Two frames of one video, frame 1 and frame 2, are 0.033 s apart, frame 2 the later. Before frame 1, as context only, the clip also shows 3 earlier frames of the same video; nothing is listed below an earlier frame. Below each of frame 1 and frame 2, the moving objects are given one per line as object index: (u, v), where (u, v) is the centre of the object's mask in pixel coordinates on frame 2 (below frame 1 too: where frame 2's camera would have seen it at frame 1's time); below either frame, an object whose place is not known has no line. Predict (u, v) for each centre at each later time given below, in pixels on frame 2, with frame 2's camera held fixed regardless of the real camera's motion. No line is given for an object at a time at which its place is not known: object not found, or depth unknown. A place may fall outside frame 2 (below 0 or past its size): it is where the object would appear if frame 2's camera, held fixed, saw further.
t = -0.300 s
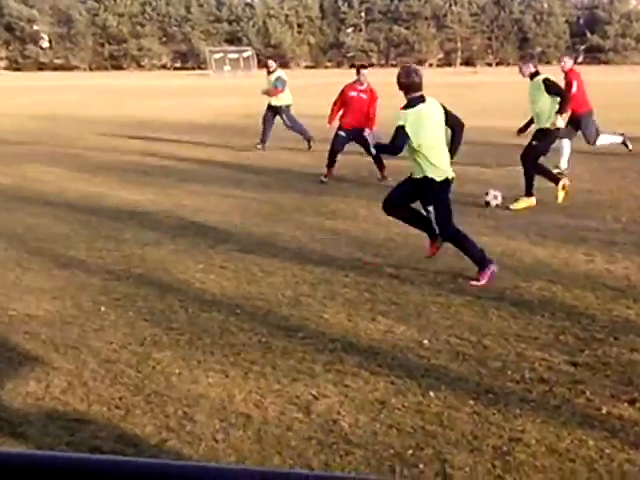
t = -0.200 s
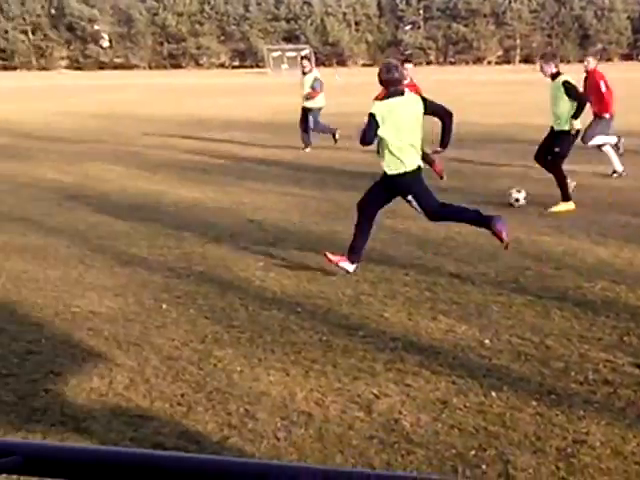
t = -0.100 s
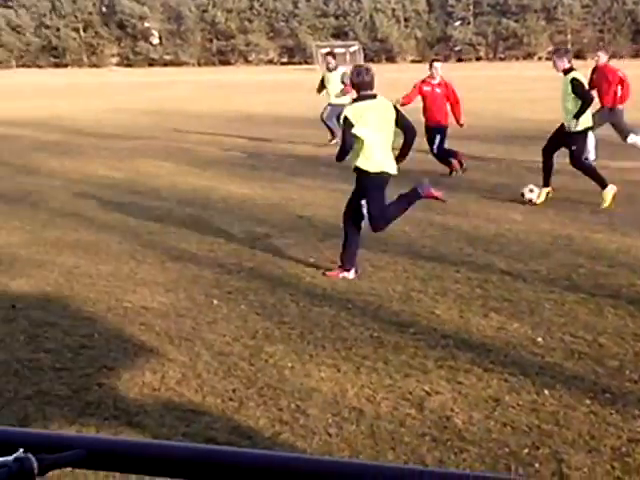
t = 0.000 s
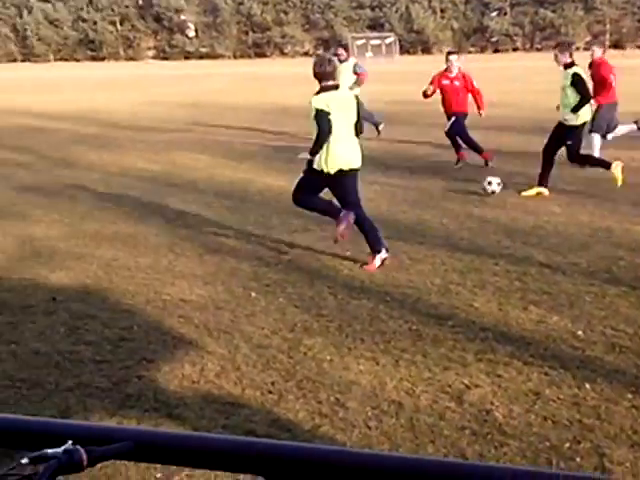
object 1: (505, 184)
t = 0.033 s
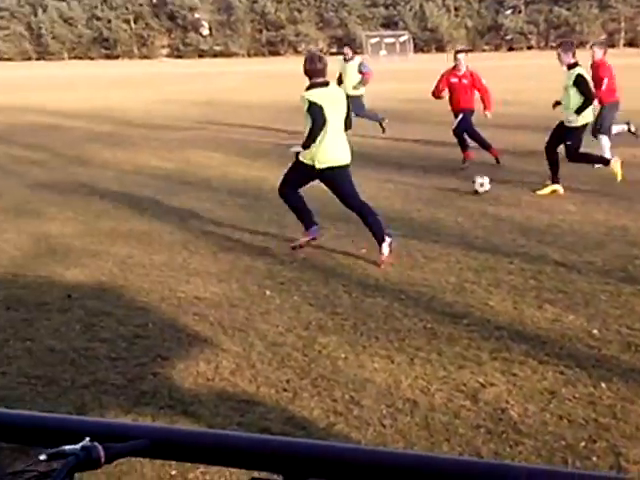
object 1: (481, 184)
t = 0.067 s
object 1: (456, 186)
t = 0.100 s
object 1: (433, 186)
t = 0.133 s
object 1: (414, 186)
